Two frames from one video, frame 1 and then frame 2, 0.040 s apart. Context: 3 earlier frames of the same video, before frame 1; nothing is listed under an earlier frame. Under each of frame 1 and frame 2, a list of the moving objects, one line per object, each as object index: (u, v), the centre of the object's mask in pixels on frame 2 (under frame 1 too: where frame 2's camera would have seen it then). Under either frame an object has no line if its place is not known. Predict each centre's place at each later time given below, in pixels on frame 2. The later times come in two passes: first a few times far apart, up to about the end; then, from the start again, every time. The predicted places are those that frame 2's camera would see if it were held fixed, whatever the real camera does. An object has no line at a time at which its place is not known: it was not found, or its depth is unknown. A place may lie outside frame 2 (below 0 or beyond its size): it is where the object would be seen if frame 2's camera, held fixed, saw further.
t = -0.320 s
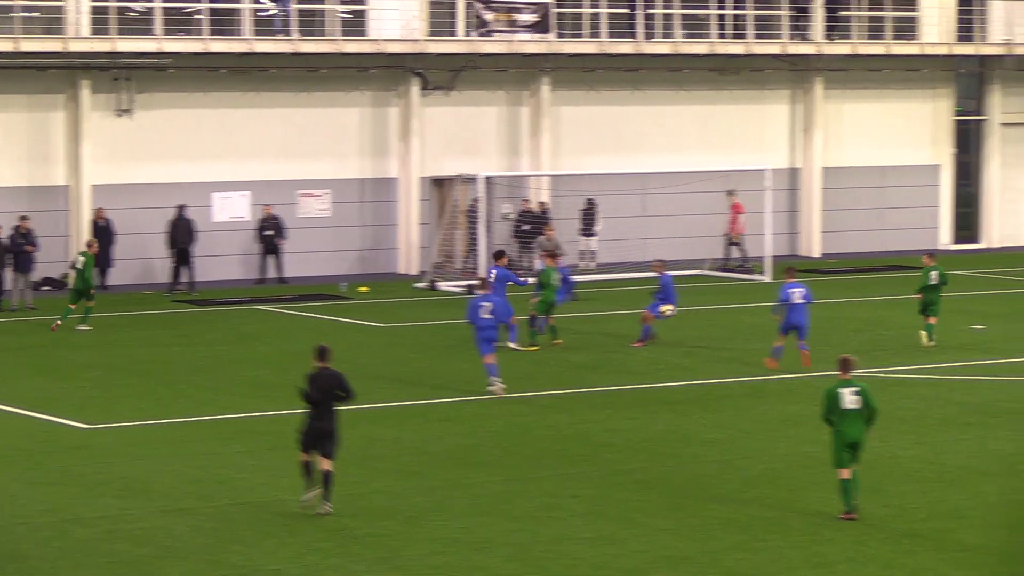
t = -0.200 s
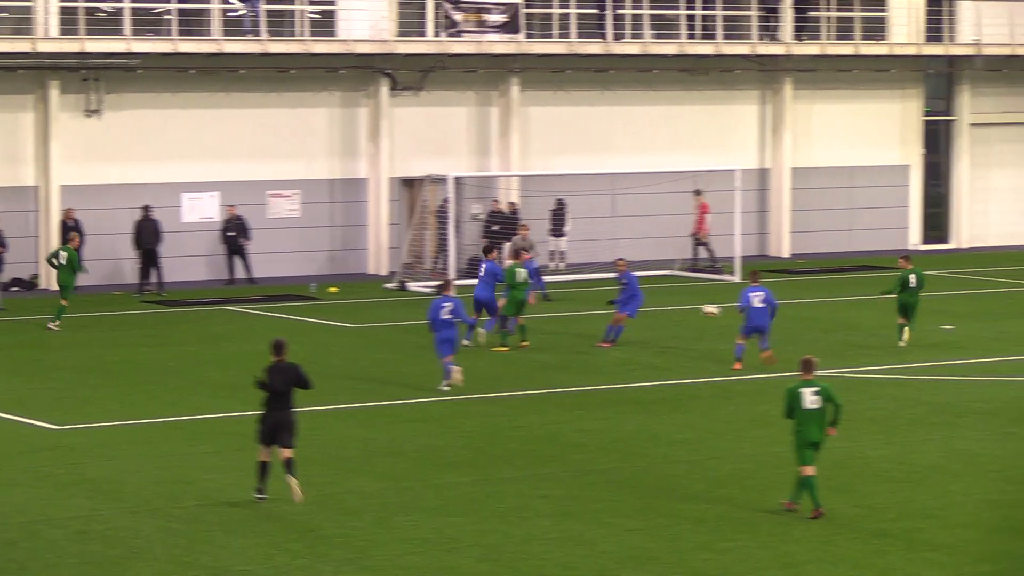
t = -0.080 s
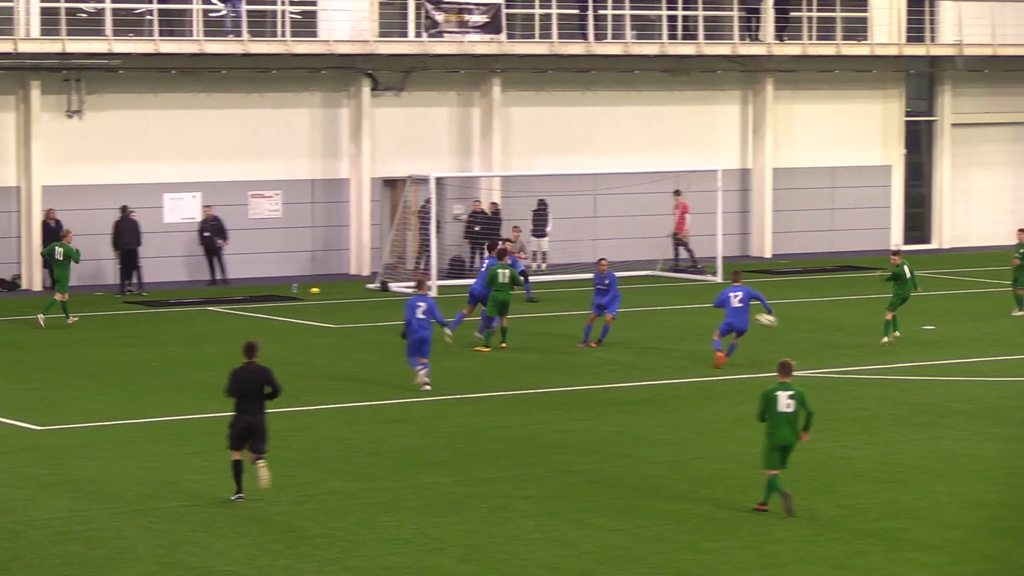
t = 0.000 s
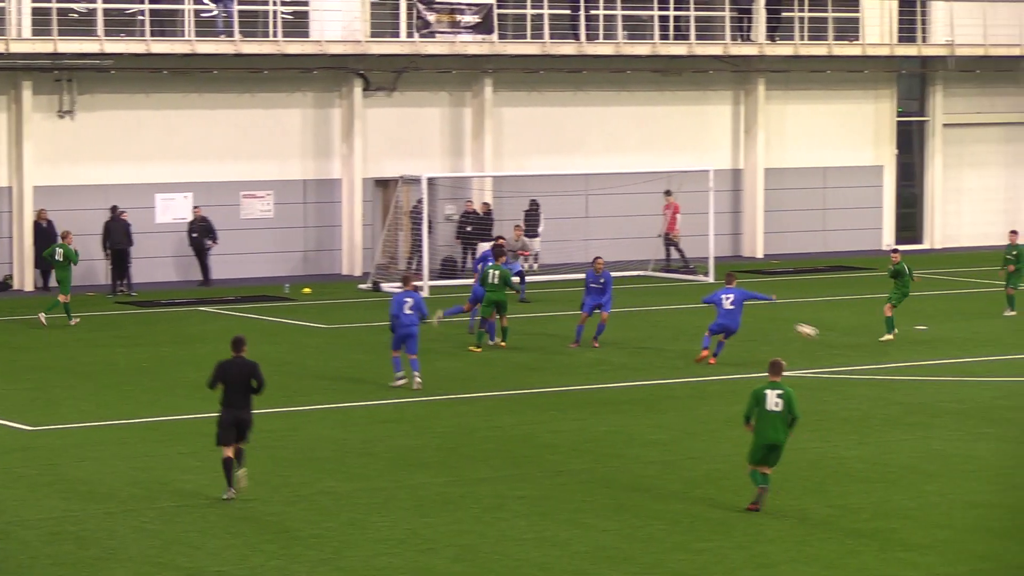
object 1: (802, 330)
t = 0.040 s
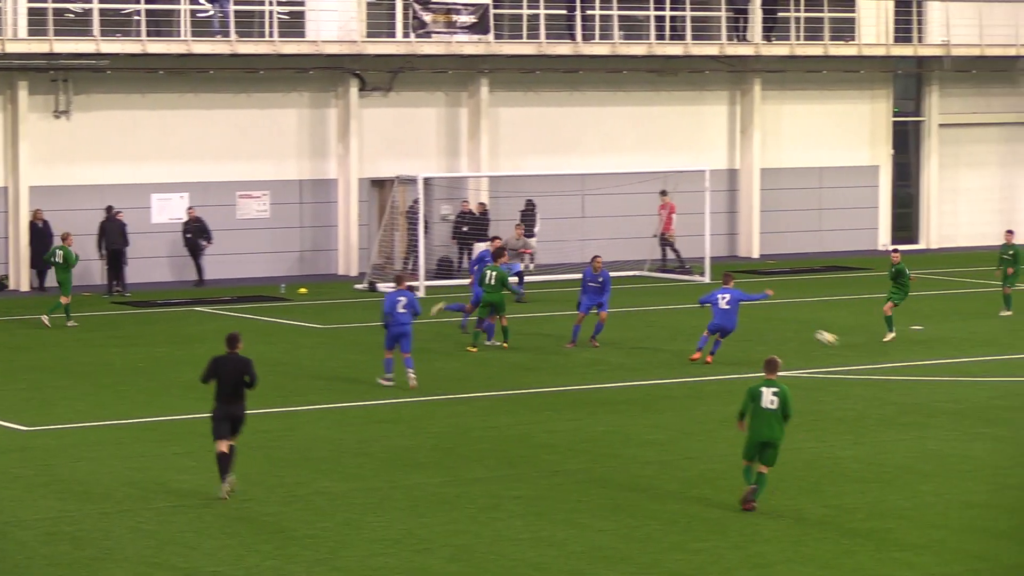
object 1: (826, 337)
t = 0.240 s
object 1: (927, 351)
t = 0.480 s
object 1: (1021, 347)
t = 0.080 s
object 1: (850, 346)
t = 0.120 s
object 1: (874, 355)
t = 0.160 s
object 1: (897, 361)
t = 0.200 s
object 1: (912, 355)
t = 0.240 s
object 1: (927, 351)
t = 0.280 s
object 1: (942, 347)
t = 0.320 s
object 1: (958, 346)
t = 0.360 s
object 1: (974, 344)
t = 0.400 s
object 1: (989, 344)
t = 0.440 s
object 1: (1005, 345)
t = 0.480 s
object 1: (1021, 347)
